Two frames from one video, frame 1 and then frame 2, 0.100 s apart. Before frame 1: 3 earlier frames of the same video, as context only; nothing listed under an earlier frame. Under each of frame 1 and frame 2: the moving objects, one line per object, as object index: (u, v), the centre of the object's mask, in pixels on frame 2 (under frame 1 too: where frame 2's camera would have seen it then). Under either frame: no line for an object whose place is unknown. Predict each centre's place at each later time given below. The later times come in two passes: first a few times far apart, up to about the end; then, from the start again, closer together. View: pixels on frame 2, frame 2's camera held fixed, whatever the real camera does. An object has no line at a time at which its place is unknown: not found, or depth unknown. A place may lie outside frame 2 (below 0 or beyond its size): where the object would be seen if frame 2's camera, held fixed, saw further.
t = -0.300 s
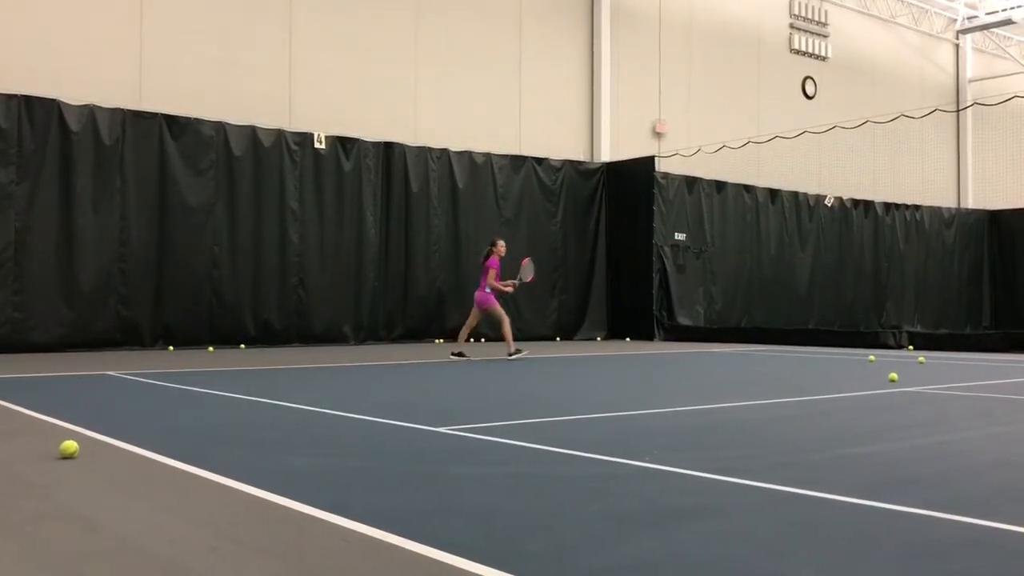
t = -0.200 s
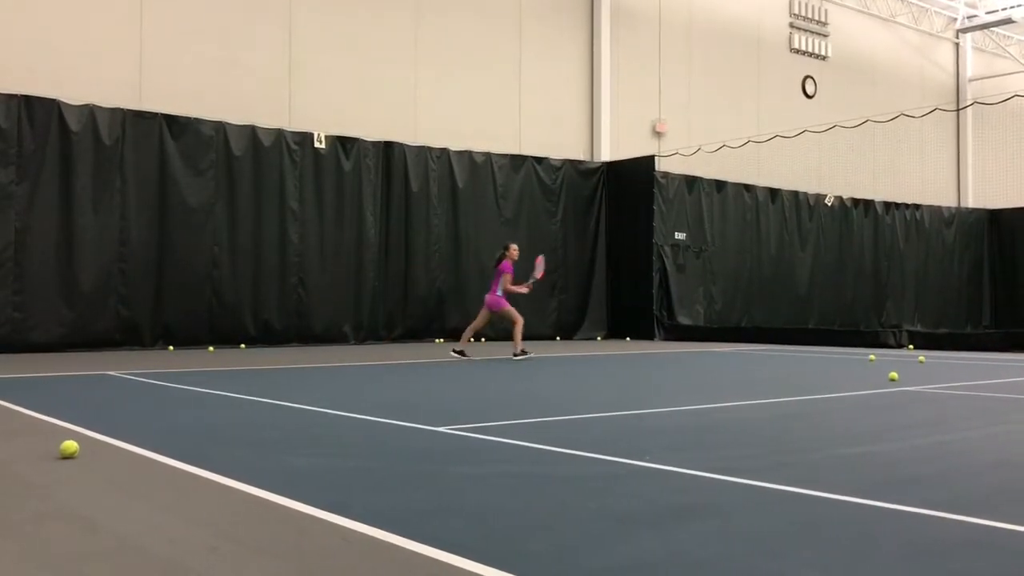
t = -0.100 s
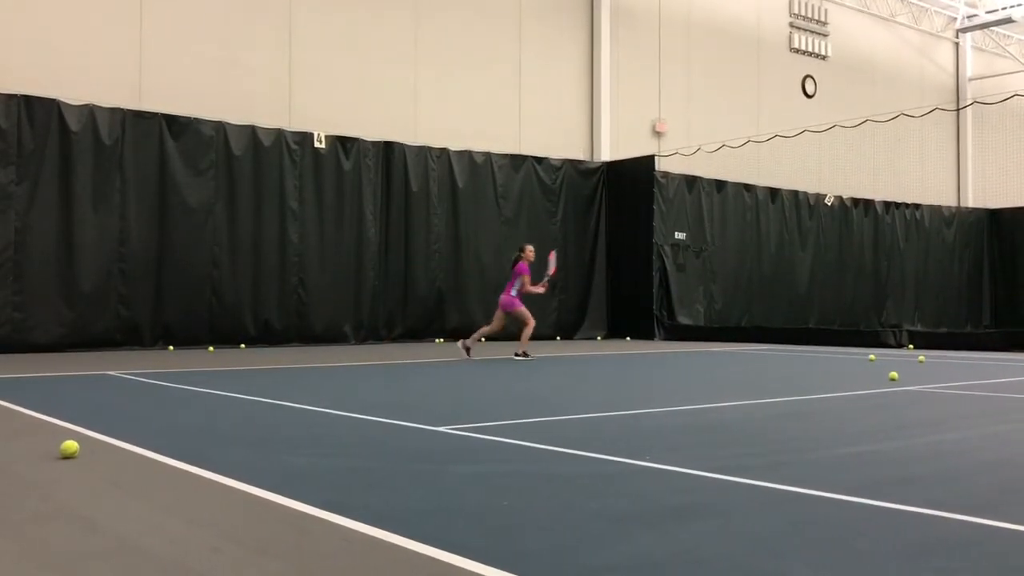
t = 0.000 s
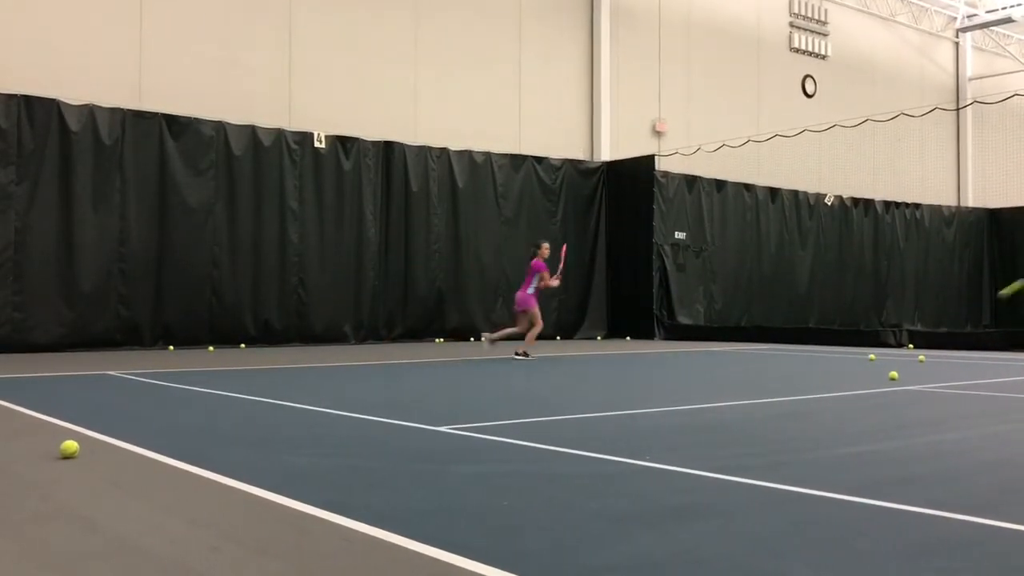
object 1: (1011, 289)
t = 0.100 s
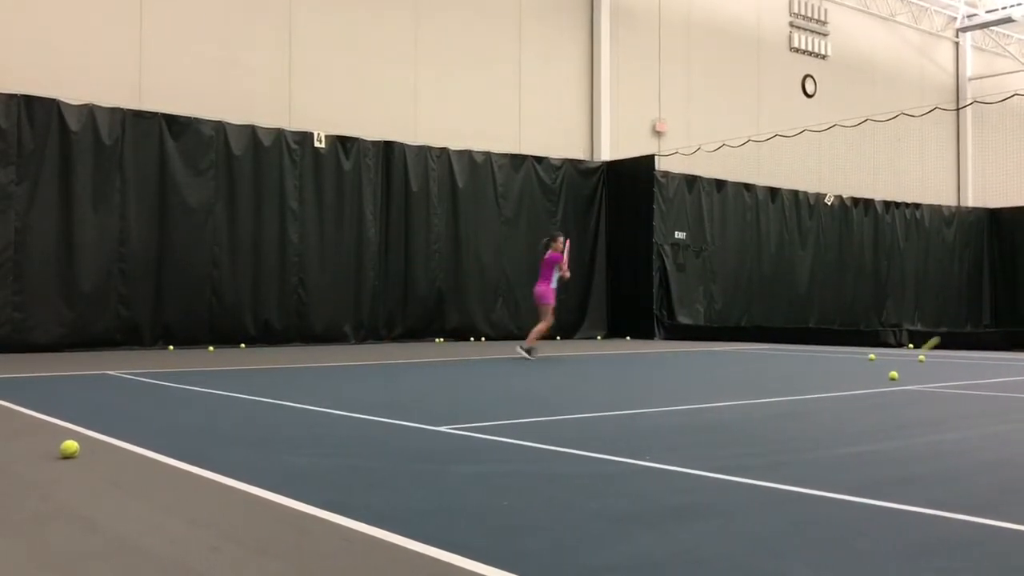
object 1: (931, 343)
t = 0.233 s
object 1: (859, 324)
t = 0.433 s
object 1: (785, 272)
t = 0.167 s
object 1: (888, 353)
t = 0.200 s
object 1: (873, 338)
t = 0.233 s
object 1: (859, 324)
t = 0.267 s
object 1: (846, 312)
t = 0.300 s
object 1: (833, 301)
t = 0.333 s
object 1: (820, 292)
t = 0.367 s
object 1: (808, 284)
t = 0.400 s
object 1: (796, 278)
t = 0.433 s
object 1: (785, 272)
